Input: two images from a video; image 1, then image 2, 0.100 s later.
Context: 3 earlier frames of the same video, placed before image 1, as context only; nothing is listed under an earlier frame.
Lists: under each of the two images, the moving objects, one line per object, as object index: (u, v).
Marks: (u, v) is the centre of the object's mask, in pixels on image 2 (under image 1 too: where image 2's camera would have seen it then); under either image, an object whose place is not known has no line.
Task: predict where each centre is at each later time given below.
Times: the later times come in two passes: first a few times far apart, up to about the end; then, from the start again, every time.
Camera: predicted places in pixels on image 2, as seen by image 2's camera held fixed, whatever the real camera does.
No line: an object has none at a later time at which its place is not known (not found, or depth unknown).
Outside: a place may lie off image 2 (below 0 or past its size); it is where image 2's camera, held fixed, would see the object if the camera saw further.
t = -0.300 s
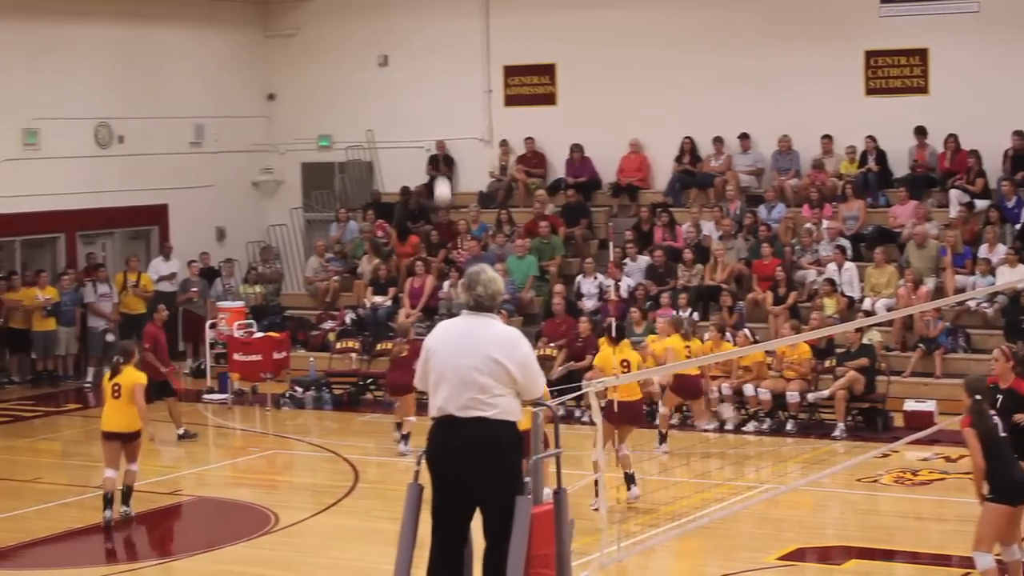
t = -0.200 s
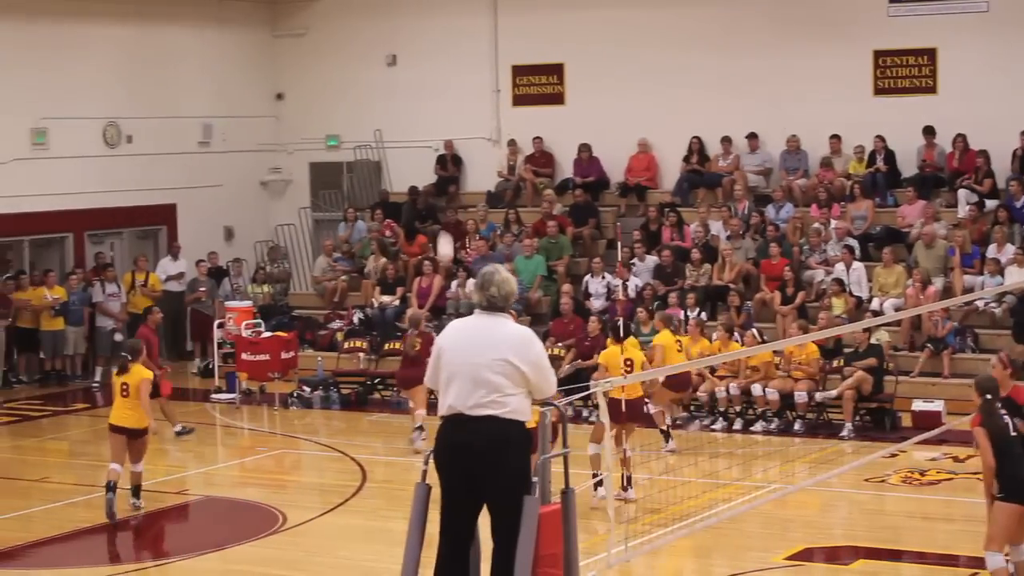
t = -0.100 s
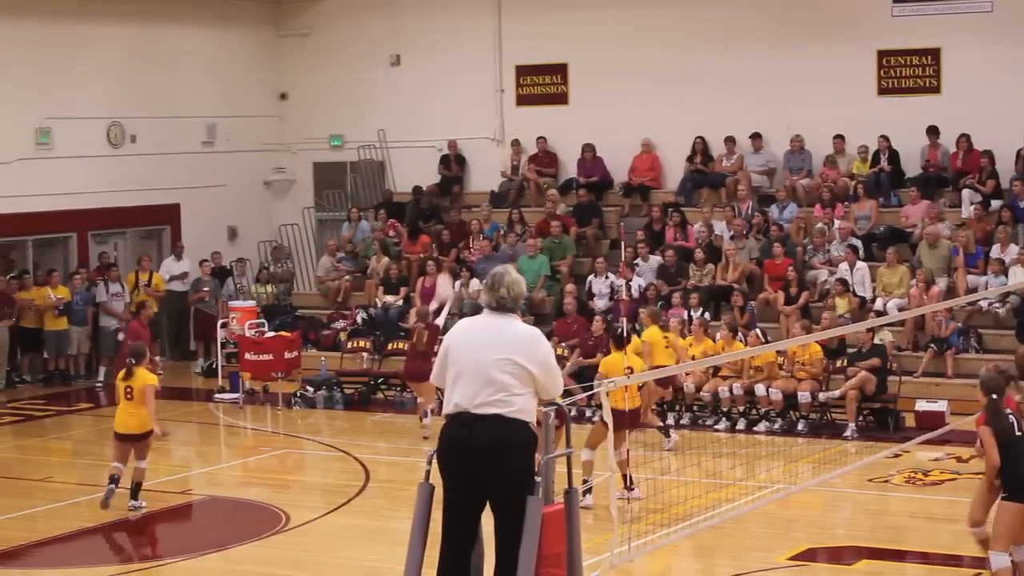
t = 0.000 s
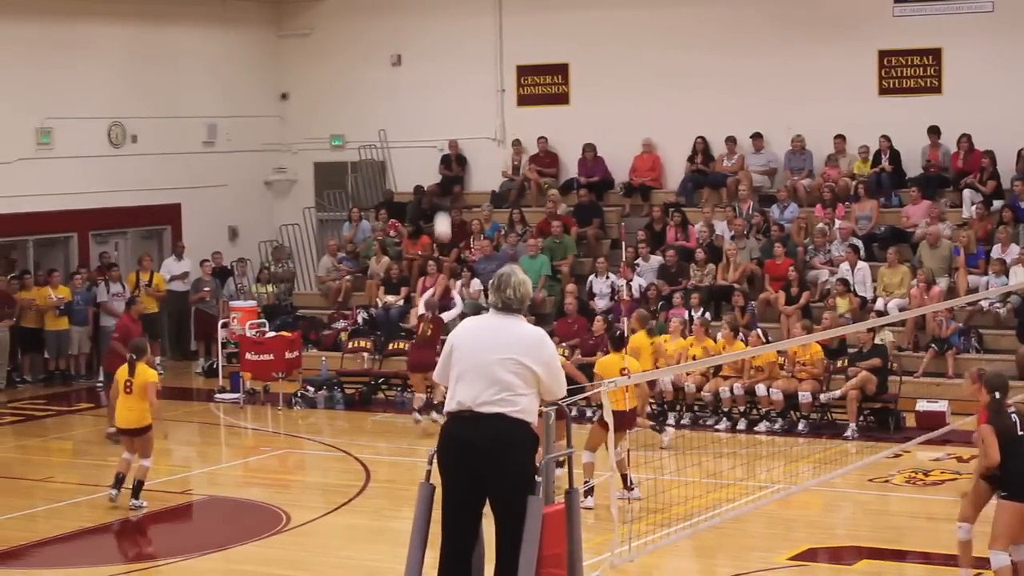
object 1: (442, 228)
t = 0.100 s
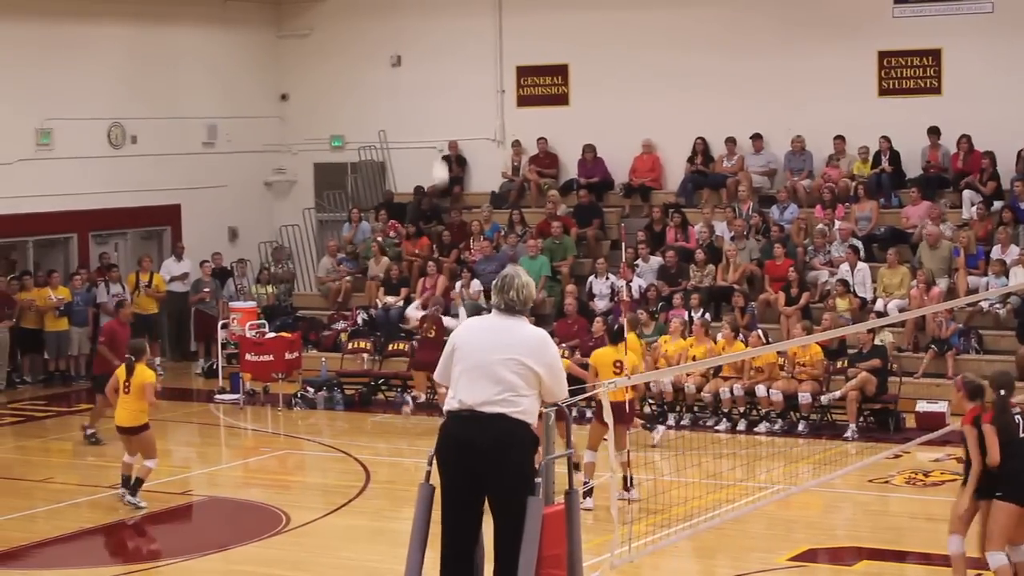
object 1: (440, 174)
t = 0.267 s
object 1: (435, 98)
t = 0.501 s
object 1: (428, 37)
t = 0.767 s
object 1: (422, 24)
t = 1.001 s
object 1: (419, 63)
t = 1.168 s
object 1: (417, 123)
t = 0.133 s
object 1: (439, 156)
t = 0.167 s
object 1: (438, 139)
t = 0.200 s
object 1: (437, 123)
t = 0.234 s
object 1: (436, 111)
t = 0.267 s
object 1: (435, 98)
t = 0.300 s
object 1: (434, 87)
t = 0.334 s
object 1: (433, 76)
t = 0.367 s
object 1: (432, 67)
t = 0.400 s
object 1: (431, 58)
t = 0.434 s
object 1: (430, 51)
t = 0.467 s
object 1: (429, 43)
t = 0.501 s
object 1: (428, 37)
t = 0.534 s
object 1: (428, 33)
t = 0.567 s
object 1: (427, 28)
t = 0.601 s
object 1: (426, 25)
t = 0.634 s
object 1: (425, 23)
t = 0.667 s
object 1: (425, 22)
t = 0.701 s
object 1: (424, 22)
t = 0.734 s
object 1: (423, 23)
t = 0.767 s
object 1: (422, 24)
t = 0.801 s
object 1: (422, 27)
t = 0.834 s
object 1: (421, 31)
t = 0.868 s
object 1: (420, 35)
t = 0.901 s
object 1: (420, 40)
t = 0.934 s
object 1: (419, 47)
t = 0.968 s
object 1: (419, 54)
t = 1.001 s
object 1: (419, 63)
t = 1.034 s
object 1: (418, 73)
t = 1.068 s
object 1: (418, 84)
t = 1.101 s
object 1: (417, 96)
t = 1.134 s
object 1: (417, 110)
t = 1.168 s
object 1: (417, 123)
